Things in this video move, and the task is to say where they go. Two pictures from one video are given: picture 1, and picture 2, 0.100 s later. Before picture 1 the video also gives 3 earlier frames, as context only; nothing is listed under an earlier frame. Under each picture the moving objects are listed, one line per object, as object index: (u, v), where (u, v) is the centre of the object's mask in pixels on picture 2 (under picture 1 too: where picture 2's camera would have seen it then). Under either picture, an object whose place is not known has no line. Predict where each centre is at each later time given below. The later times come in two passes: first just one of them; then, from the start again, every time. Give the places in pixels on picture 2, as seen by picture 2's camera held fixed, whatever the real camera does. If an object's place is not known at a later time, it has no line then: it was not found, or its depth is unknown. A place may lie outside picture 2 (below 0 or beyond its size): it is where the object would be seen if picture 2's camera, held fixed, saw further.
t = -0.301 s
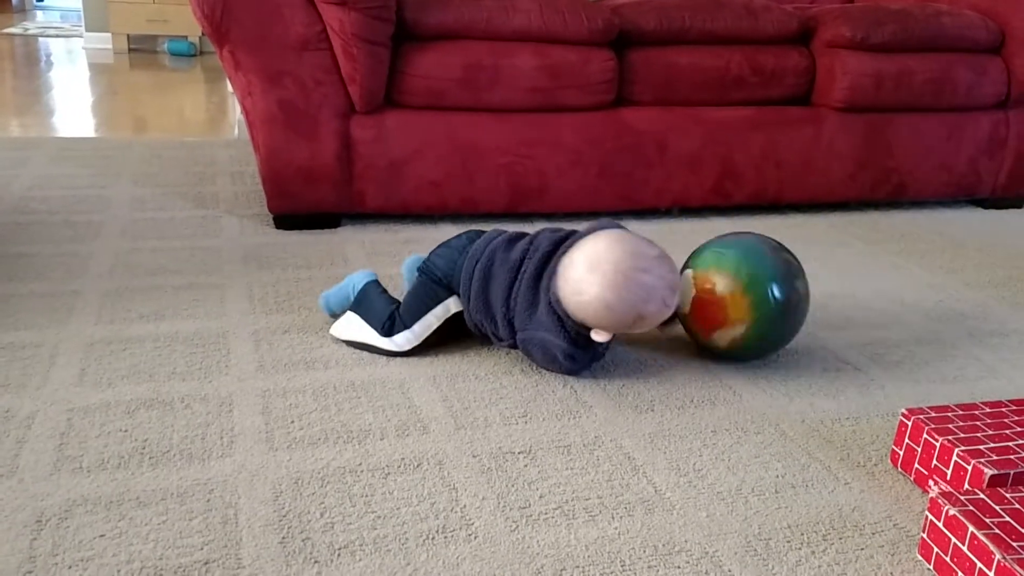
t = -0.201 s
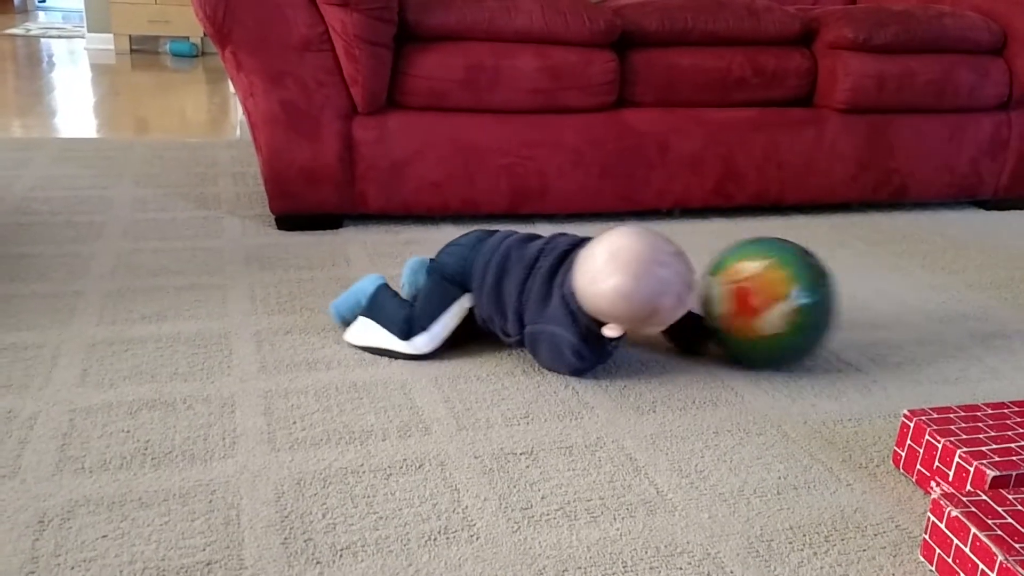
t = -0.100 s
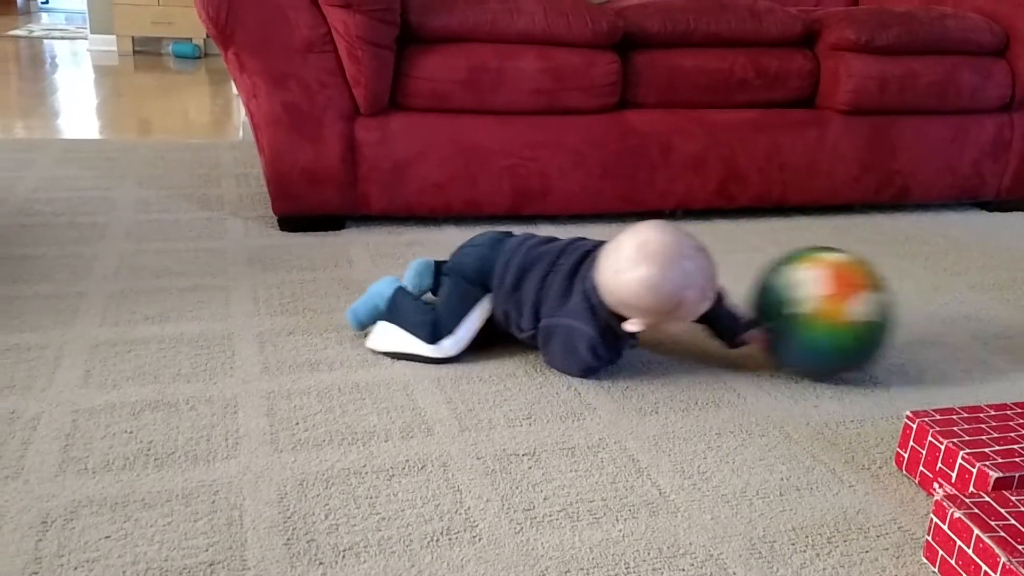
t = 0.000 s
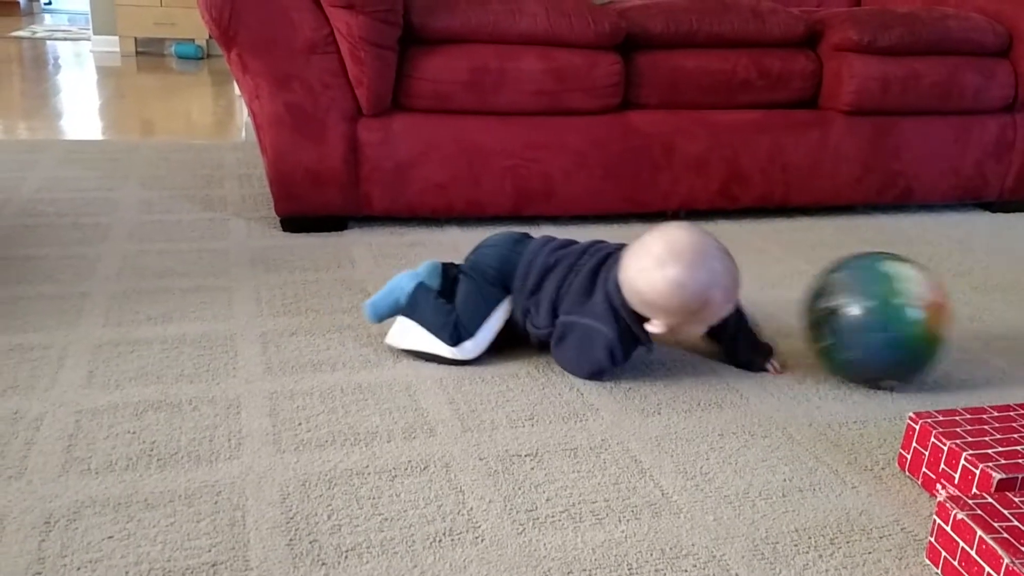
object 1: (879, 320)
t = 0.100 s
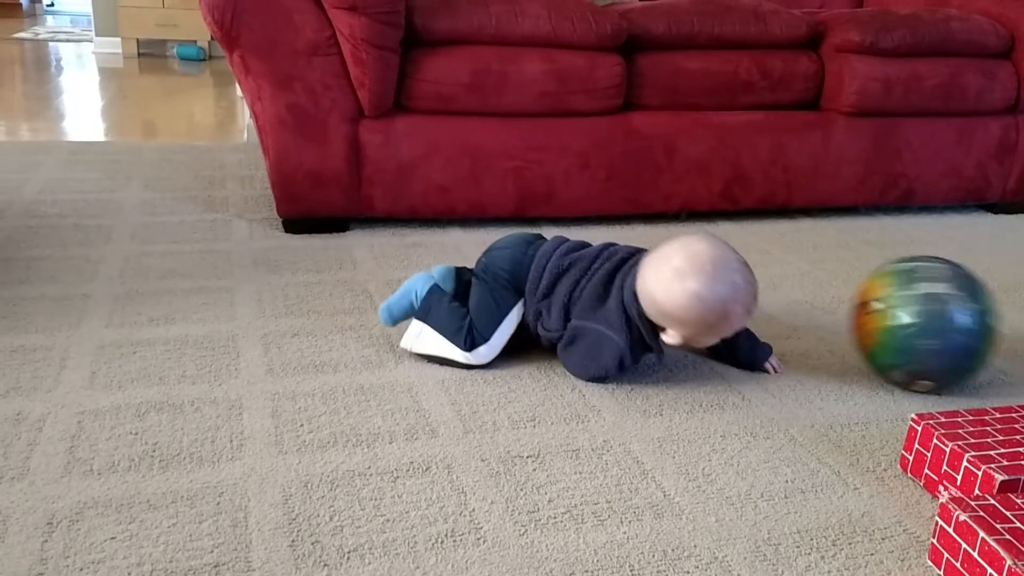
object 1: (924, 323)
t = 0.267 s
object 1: (979, 328)
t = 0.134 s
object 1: (940, 325)
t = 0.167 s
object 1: (955, 326)
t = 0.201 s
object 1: (965, 327)
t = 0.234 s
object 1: (972, 328)
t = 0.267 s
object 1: (979, 328)
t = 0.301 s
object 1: (986, 328)
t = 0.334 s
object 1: (992, 328)
